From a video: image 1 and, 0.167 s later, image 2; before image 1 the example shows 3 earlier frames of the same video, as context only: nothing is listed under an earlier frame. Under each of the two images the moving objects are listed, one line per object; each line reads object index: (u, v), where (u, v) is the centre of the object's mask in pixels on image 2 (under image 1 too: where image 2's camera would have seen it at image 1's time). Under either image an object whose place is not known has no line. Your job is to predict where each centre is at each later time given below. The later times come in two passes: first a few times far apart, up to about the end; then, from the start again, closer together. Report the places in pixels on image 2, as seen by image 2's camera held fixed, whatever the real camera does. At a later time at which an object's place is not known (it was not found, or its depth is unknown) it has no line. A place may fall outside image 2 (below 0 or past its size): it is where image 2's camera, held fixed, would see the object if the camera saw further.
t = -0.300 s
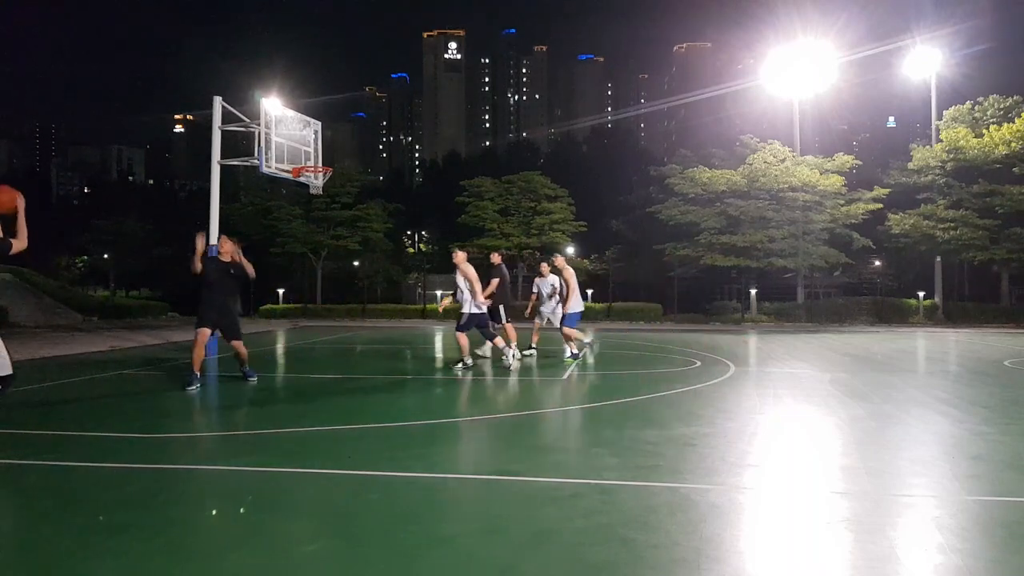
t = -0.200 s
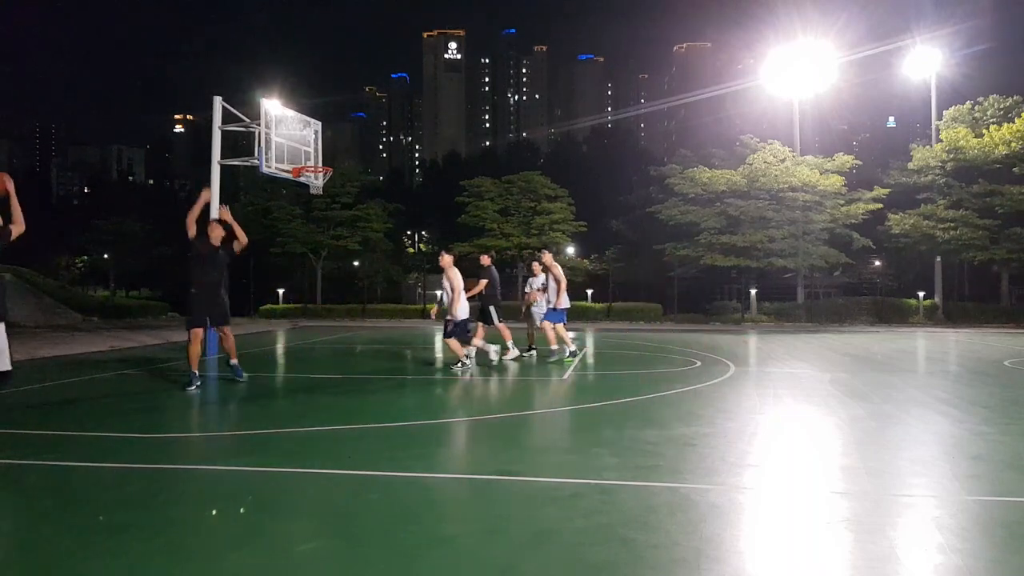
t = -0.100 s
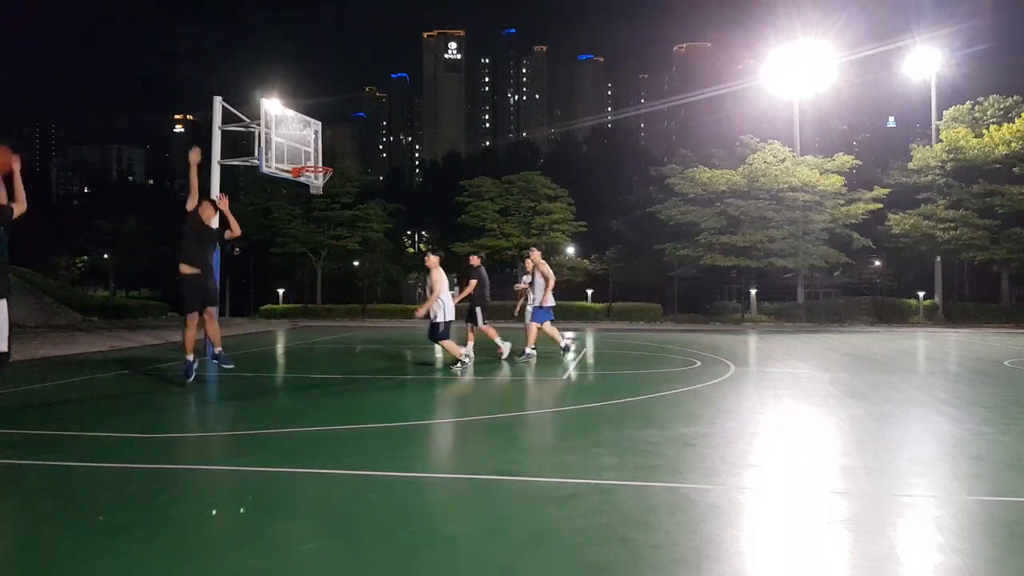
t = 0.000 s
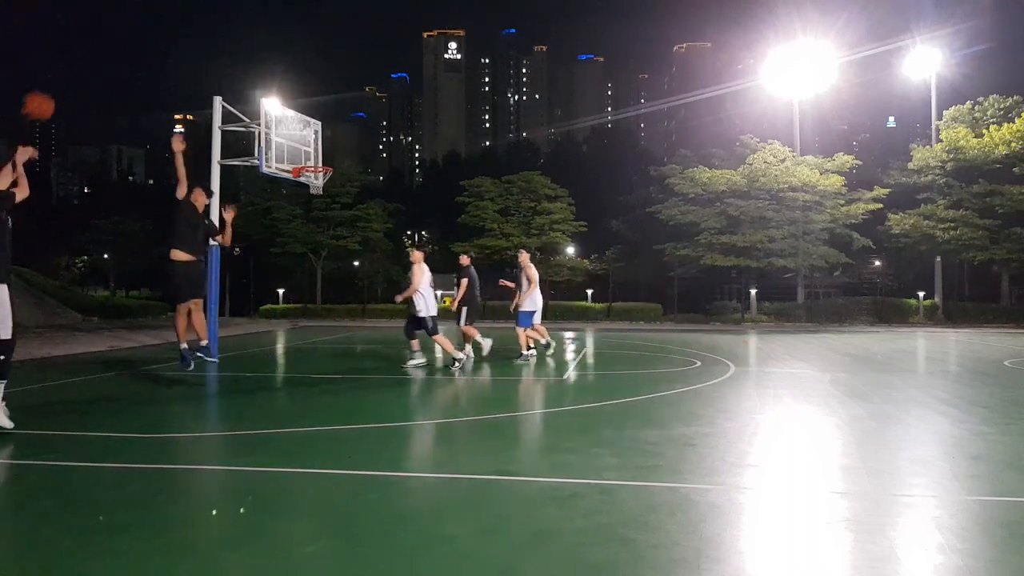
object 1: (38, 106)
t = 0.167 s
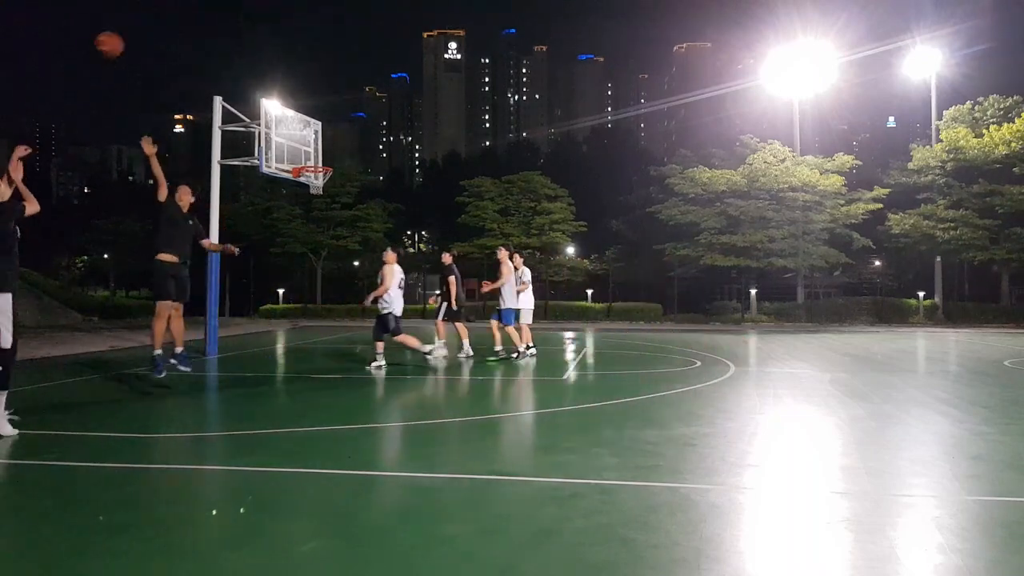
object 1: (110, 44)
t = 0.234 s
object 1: (134, 31)
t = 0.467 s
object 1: (200, 22)
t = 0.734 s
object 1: (256, 60)
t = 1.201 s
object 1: (329, 183)
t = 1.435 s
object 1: (333, 186)
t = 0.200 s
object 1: (122, 37)
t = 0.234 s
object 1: (134, 31)
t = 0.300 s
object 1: (155, 23)
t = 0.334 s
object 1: (165, 20)
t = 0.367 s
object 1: (175, 20)
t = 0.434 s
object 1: (192, 19)
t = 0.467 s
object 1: (200, 22)
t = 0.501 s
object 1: (209, 24)
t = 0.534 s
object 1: (217, 27)
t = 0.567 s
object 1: (224, 31)
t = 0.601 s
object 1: (230, 35)
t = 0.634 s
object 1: (237, 41)
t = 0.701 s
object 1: (250, 53)
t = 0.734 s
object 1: (256, 60)
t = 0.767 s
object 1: (262, 68)
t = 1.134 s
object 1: (321, 170)
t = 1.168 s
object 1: (324, 183)
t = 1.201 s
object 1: (329, 183)
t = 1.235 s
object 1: (333, 180)
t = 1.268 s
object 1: (333, 179)
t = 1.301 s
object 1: (333, 178)
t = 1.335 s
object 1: (333, 179)
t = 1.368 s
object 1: (333, 180)
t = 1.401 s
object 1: (333, 183)
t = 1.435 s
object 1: (333, 186)
